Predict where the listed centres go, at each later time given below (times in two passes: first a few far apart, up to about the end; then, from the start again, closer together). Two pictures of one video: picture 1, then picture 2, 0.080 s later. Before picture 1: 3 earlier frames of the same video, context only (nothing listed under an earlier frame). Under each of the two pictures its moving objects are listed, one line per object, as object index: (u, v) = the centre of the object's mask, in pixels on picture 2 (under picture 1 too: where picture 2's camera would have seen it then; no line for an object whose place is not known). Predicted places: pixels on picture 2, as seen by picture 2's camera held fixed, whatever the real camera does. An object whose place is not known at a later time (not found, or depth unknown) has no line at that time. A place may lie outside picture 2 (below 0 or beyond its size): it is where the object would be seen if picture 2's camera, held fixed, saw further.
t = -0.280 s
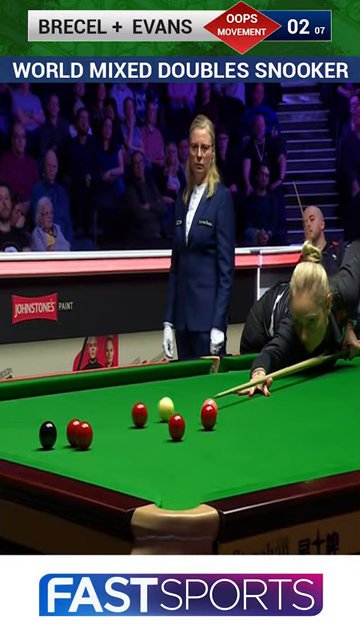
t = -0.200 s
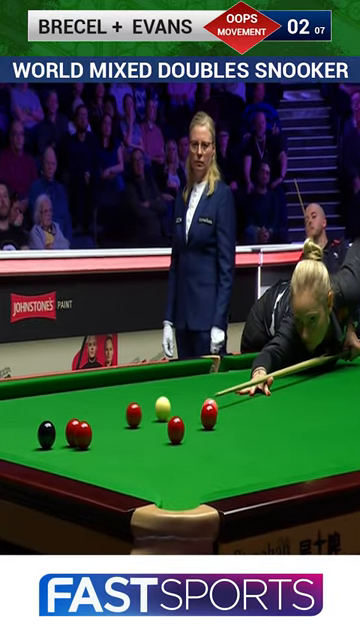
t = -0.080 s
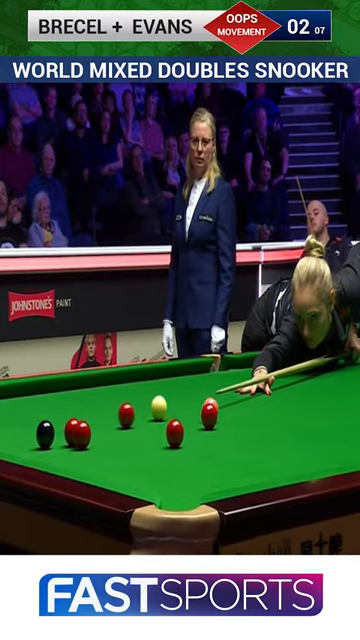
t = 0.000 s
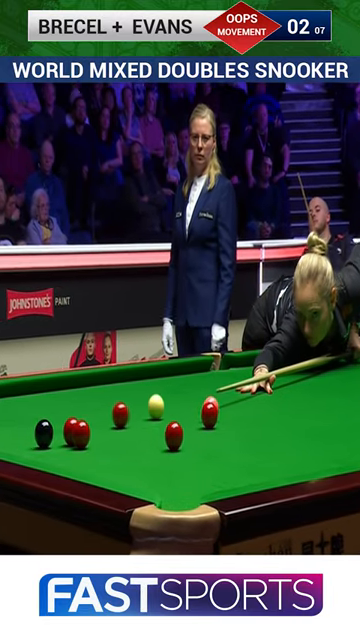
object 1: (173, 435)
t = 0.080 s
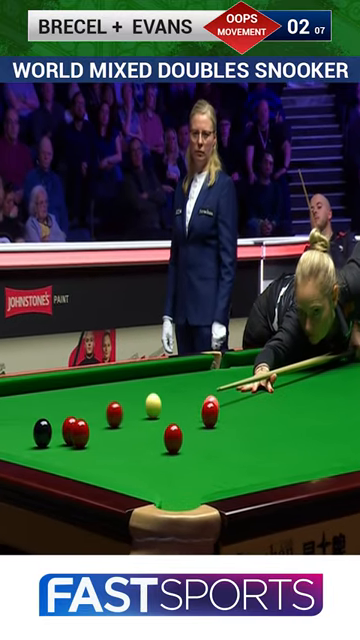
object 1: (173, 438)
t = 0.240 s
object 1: (171, 445)
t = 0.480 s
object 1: (169, 457)
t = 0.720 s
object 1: (166, 468)
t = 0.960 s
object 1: (164, 479)
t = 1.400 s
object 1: (172, 494)
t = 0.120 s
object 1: (172, 440)
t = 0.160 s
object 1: (172, 442)
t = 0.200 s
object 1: (172, 444)
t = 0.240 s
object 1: (171, 445)
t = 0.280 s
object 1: (171, 447)
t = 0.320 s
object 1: (170, 449)
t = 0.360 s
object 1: (170, 451)
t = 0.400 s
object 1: (170, 453)
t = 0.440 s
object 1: (169, 455)
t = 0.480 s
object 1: (169, 457)
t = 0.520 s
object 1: (168, 459)
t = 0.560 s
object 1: (168, 460)
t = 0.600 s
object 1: (167, 462)
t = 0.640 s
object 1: (167, 464)
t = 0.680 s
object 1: (166, 466)
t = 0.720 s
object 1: (166, 468)
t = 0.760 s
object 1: (166, 470)
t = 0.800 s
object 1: (165, 472)
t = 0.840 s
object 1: (165, 474)
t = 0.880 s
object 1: (165, 475)
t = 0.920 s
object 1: (164, 477)
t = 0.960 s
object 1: (164, 479)
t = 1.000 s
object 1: (164, 481)
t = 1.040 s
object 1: (163, 482)
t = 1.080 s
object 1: (163, 483)
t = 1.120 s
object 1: (163, 485)
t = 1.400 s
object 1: (172, 494)
